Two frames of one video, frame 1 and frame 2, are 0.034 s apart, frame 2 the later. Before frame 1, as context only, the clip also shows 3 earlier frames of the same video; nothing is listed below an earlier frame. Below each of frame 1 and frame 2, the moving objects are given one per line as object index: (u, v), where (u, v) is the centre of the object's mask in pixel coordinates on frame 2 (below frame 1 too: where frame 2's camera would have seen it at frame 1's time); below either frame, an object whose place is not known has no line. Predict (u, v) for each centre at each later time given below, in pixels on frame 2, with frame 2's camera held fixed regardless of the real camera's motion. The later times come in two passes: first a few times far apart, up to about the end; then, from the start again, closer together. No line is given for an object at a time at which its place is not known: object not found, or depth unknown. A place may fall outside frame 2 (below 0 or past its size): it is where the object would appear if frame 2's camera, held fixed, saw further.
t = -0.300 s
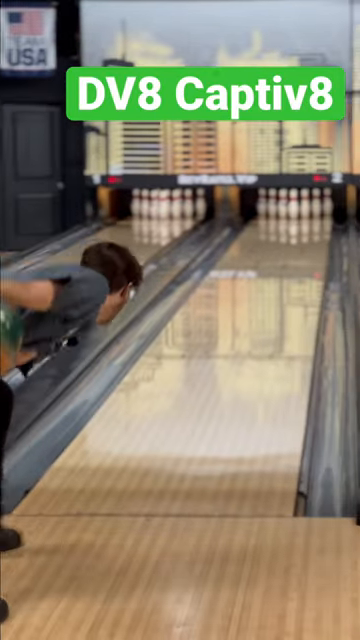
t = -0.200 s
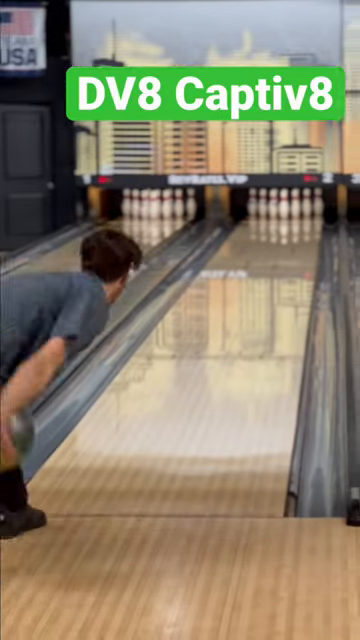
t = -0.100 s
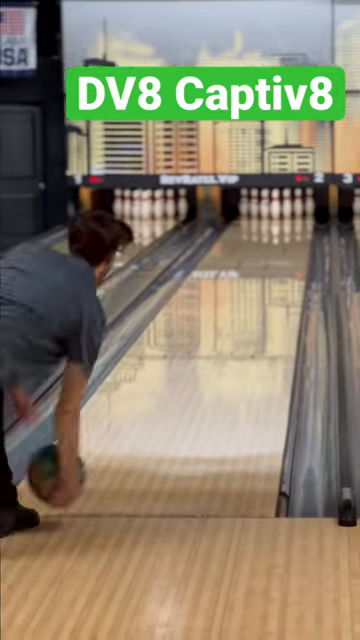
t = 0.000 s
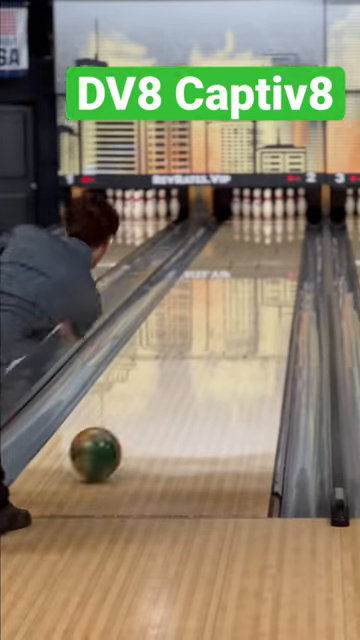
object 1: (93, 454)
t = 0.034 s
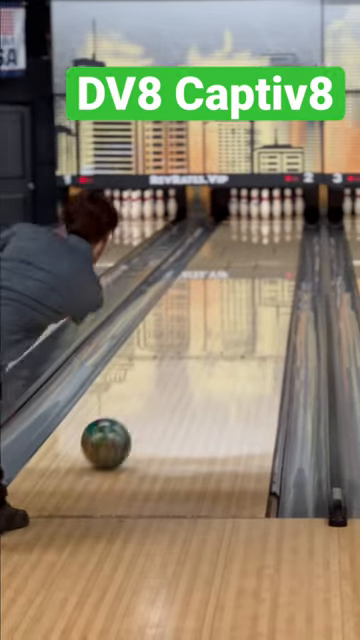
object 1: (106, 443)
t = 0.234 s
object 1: (165, 384)
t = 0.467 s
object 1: (211, 336)
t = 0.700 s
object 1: (242, 302)
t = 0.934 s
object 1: (264, 276)
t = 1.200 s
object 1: (280, 255)
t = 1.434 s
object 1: (289, 241)
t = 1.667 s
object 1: (289, 229)
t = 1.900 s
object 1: (283, 220)
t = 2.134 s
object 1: (271, 212)
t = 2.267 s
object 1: (269, 210)
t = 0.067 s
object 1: (117, 432)
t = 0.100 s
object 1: (128, 421)
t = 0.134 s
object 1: (139, 411)
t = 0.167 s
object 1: (148, 401)
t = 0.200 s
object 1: (157, 392)
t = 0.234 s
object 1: (165, 384)
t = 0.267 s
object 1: (173, 376)
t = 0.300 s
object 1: (180, 368)
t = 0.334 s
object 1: (187, 361)
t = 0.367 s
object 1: (193, 354)
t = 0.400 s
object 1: (200, 347)
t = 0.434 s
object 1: (206, 341)
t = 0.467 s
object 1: (211, 336)
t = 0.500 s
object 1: (216, 330)
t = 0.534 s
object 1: (221, 325)
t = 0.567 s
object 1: (226, 320)
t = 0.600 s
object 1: (230, 315)
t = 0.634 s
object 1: (235, 311)
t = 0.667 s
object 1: (239, 306)
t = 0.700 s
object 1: (242, 302)
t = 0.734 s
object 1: (246, 298)
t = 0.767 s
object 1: (249, 294)
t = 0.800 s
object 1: (253, 291)
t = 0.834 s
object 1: (256, 287)
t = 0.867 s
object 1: (259, 283)
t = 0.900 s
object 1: (261, 281)
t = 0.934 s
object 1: (264, 276)
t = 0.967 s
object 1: (267, 274)
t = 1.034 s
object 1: (272, 268)
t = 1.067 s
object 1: (273, 266)
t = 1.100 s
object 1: (275, 262)
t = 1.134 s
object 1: (277, 261)
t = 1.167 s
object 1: (279, 258)
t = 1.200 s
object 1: (280, 255)
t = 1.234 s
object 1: (282, 253)
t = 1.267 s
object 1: (283, 251)
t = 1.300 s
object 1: (284, 249)
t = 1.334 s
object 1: (285, 247)
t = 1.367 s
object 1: (286, 245)
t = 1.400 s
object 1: (288, 244)
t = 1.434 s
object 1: (289, 241)
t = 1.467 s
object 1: (289, 240)
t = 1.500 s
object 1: (290, 237)
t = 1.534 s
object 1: (290, 235)
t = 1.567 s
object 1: (289, 234)
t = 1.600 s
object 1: (289, 233)
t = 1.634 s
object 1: (289, 231)
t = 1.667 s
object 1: (289, 229)
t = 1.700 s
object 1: (288, 227)
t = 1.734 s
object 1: (287, 226)
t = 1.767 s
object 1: (287, 225)
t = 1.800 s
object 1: (286, 224)
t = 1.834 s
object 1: (284, 222)
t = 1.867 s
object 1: (284, 221)
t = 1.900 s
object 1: (283, 220)
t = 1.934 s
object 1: (281, 218)
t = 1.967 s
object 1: (280, 217)
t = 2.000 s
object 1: (278, 216)
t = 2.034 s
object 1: (277, 214)
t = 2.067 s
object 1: (276, 215)
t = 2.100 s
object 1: (274, 214)
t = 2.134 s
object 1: (271, 212)
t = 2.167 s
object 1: (270, 212)
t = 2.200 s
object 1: (270, 211)
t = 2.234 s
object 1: (269, 211)
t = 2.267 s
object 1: (269, 210)
